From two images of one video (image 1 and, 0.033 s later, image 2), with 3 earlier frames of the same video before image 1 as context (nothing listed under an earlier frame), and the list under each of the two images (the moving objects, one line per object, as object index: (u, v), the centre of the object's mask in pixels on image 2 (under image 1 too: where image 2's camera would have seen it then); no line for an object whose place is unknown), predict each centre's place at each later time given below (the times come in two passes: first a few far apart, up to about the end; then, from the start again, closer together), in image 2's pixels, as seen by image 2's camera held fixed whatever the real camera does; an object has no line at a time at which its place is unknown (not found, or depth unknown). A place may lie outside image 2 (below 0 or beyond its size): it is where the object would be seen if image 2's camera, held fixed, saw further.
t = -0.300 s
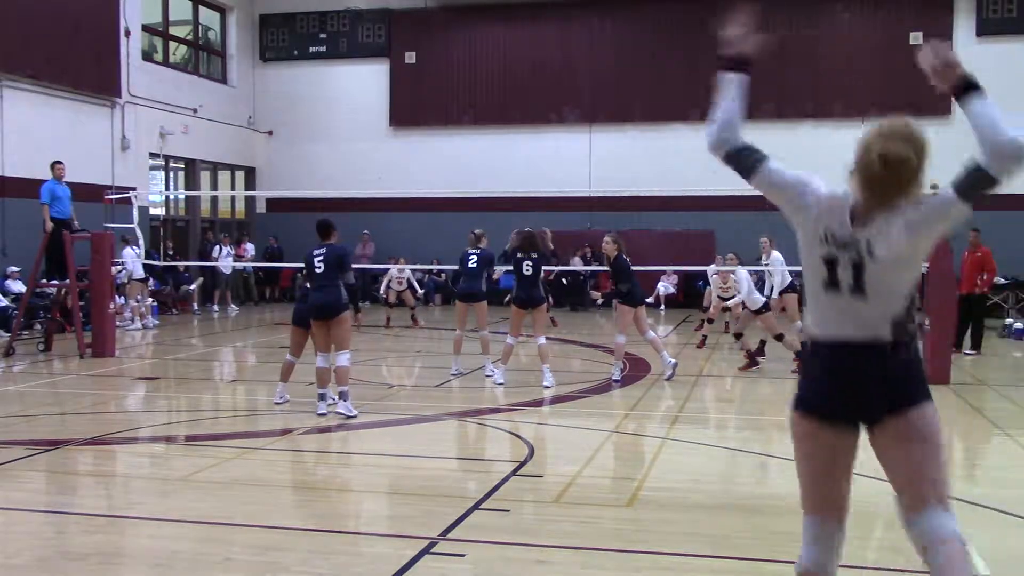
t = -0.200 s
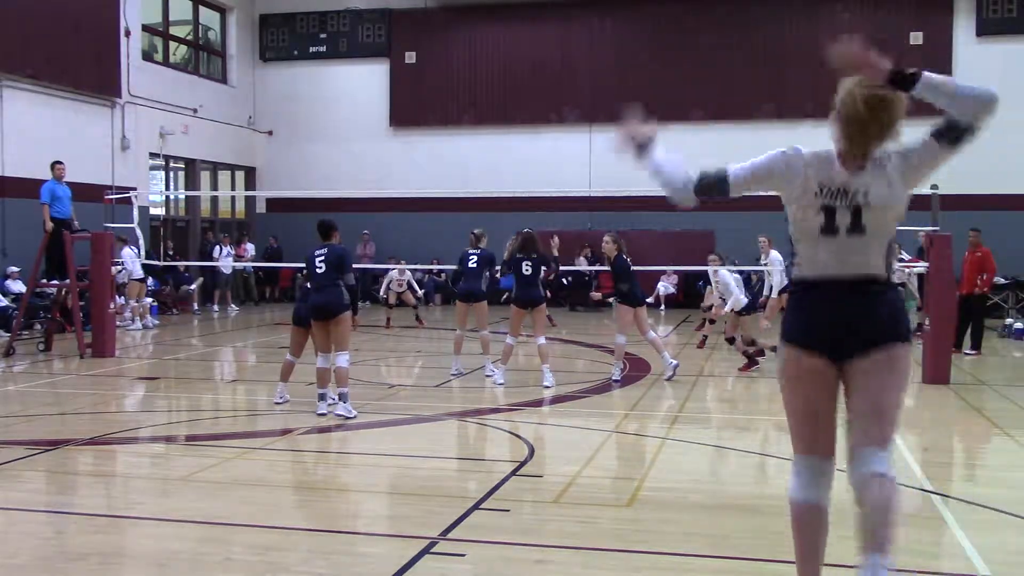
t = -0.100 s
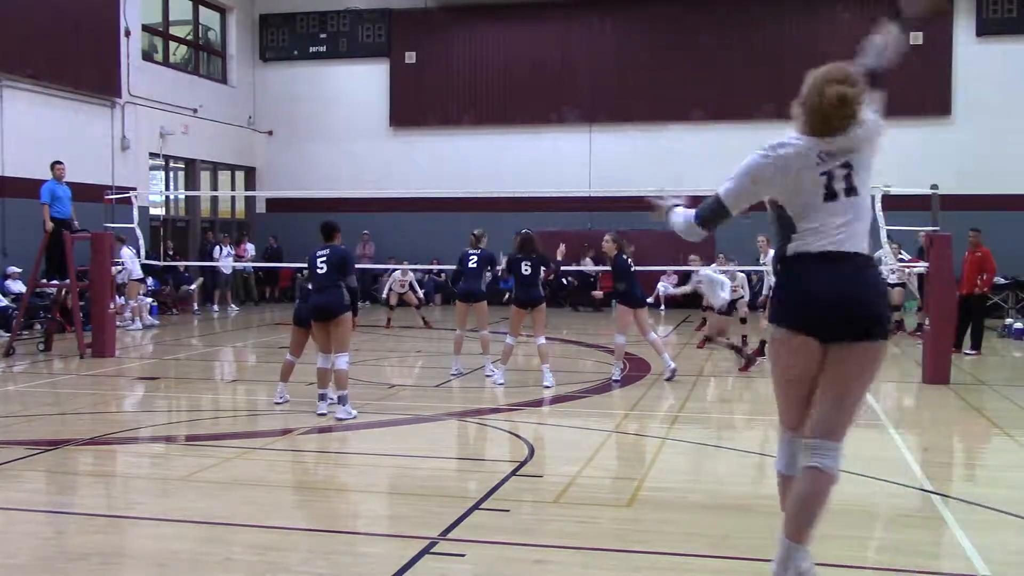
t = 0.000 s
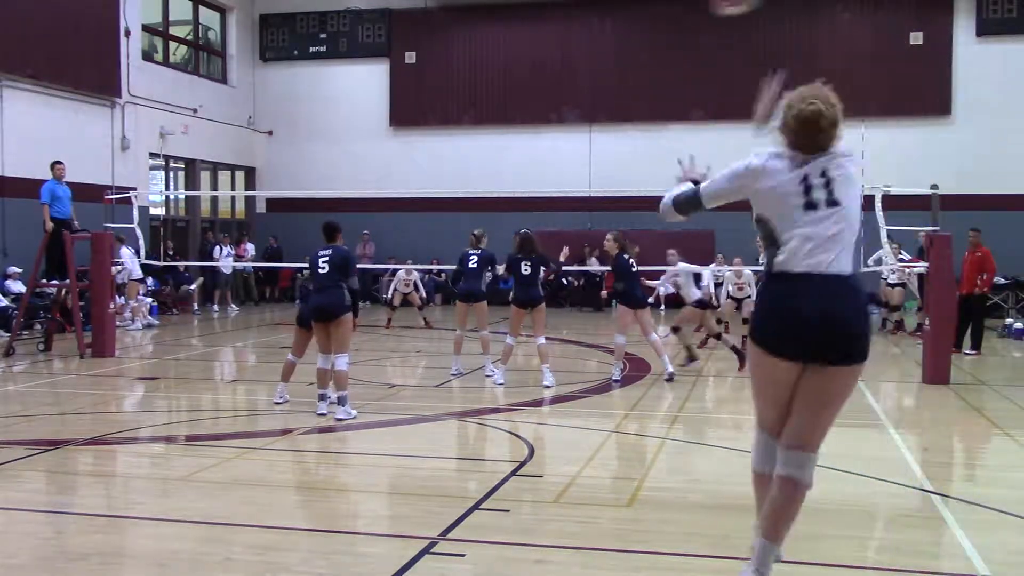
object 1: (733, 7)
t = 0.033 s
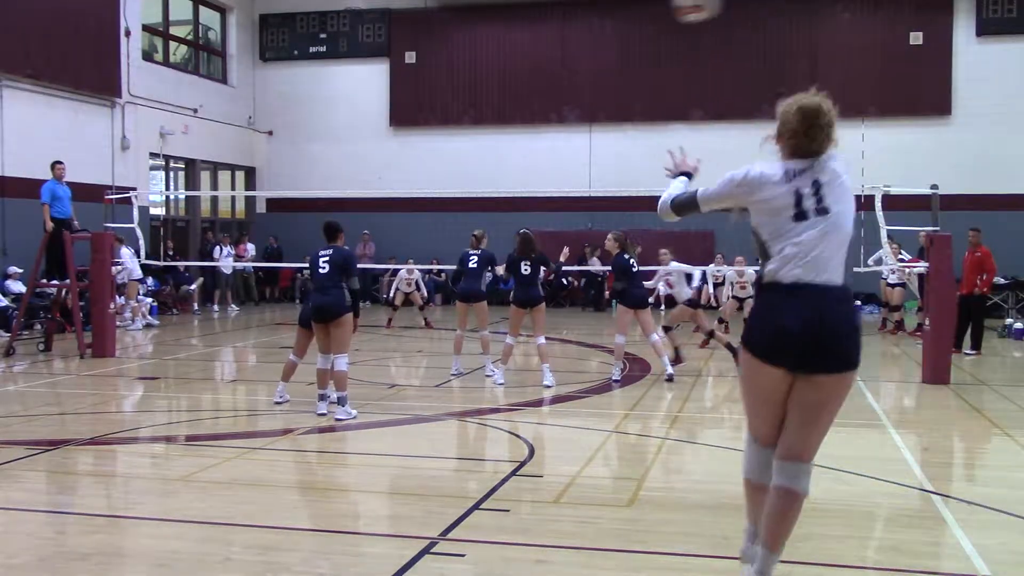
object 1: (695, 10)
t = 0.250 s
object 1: (576, 57)
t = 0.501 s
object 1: (524, 123)
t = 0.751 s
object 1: (495, 192)
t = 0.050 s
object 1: (680, 12)
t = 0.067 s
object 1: (667, 14)
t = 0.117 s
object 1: (635, 22)
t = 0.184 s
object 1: (602, 39)
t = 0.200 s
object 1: (595, 44)
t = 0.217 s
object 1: (588, 48)
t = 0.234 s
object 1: (582, 53)
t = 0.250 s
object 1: (576, 57)
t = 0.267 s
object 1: (571, 61)
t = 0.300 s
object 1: (561, 70)
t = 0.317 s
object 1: (557, 74)
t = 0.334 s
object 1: (552, 78)
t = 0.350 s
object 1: (548, 84)
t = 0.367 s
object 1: (545, 88)
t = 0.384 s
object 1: (541, 92)
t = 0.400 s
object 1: (538, 97)
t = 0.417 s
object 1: (535, 101)
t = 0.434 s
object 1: (533, 106)
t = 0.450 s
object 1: (530, 110)
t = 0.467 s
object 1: (528, 114)
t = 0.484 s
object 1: (526, 118)
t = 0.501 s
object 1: (524, 123)
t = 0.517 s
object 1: (521, 127)
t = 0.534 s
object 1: (519, 132)
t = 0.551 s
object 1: (517, 137)
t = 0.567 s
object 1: (515, 143)
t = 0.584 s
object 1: (512, 148)
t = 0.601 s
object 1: (511, 152)
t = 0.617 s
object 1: (508, 157)
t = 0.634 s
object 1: (506, 161)
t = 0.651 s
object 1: (504, 166)
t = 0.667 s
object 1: (503, 171)
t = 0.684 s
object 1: (501, 176)
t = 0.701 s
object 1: (499, 179)
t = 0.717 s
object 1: (497, 184)
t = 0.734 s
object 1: (495, 186)
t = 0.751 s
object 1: (495, 192)
